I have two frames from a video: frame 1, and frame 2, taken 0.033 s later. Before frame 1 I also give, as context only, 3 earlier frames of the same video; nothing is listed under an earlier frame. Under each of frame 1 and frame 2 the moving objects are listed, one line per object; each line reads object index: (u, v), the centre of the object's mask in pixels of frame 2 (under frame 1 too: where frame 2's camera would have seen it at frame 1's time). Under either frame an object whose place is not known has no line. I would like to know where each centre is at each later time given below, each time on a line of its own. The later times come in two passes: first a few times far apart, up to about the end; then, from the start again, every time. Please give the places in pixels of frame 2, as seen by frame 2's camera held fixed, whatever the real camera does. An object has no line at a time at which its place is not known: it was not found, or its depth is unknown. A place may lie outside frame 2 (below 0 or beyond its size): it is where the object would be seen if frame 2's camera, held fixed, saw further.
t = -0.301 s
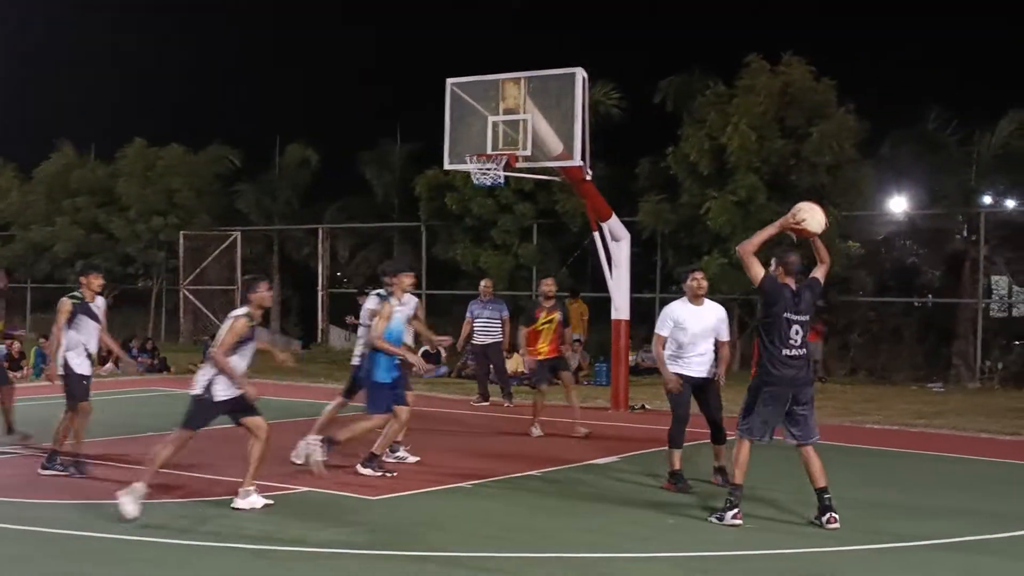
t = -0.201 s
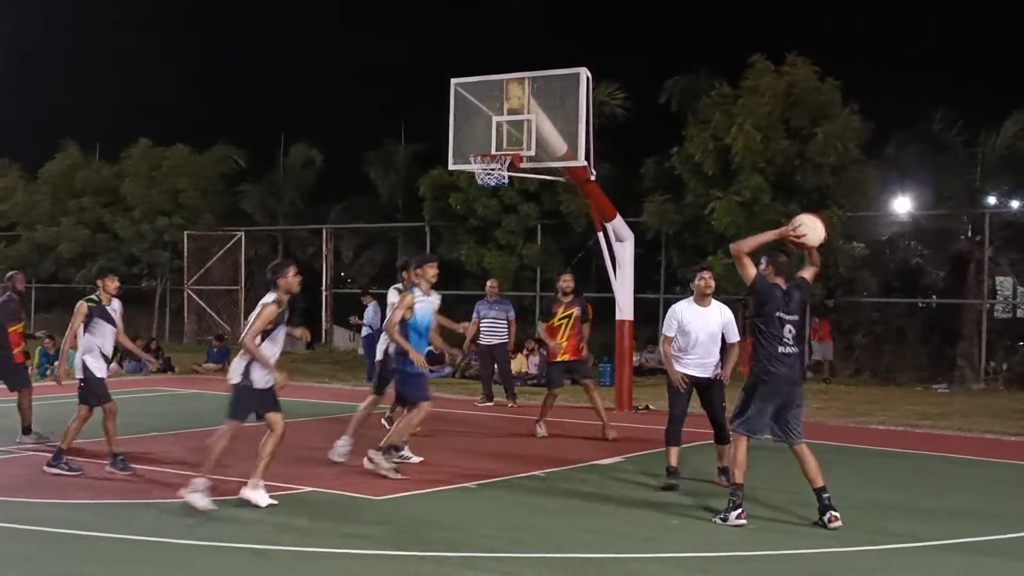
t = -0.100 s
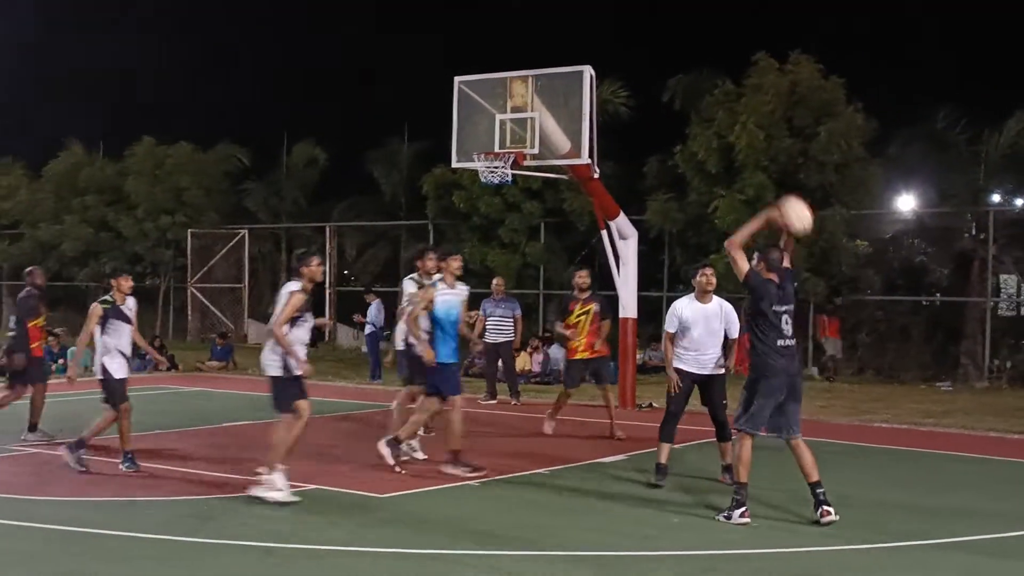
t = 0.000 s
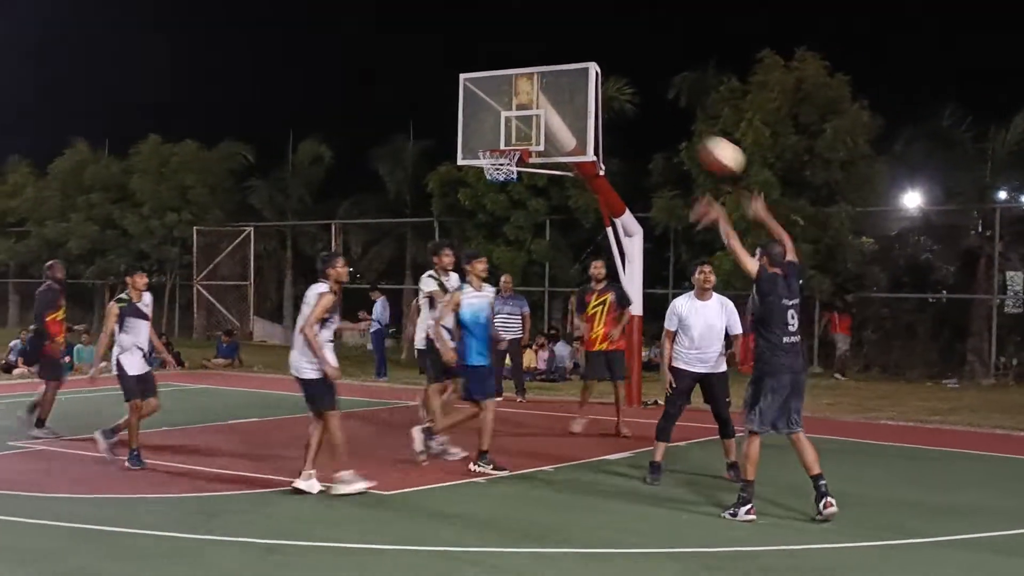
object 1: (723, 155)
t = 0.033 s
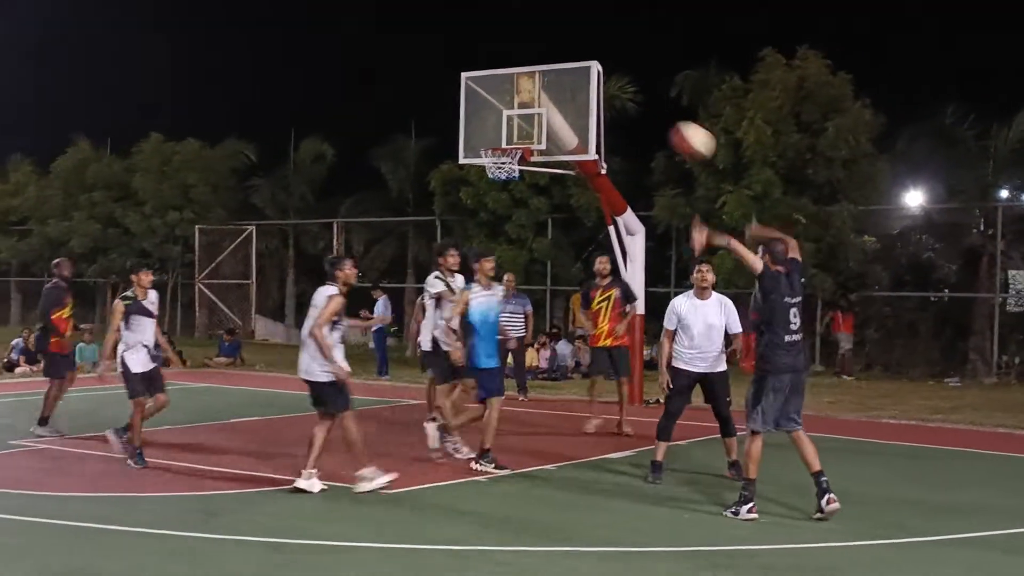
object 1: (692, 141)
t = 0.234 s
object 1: (539, 99)
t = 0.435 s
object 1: (417, 107)
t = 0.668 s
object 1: (307, 163)
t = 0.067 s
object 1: (663, 130)
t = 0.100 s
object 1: (636, 121)
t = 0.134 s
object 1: (613, 113)
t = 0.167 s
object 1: (586, 106)
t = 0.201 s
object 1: (563, 102)
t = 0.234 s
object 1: (539, 99)
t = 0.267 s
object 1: (515, 97)
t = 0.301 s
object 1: (494, 97)
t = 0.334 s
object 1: (473, 97)
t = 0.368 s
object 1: (452, 100)
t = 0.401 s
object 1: (435, 103)
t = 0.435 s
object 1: (417, 107)
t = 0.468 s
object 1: (399, 112)
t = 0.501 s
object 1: (383, 118)
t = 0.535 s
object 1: (367, 125)
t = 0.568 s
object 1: (352, 133)
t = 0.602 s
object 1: (337, 142)
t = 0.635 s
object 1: (322, 152)
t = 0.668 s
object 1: (307, 163)
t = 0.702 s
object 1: (295, 174)
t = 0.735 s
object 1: (281, 187)
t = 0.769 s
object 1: (269, 199)
